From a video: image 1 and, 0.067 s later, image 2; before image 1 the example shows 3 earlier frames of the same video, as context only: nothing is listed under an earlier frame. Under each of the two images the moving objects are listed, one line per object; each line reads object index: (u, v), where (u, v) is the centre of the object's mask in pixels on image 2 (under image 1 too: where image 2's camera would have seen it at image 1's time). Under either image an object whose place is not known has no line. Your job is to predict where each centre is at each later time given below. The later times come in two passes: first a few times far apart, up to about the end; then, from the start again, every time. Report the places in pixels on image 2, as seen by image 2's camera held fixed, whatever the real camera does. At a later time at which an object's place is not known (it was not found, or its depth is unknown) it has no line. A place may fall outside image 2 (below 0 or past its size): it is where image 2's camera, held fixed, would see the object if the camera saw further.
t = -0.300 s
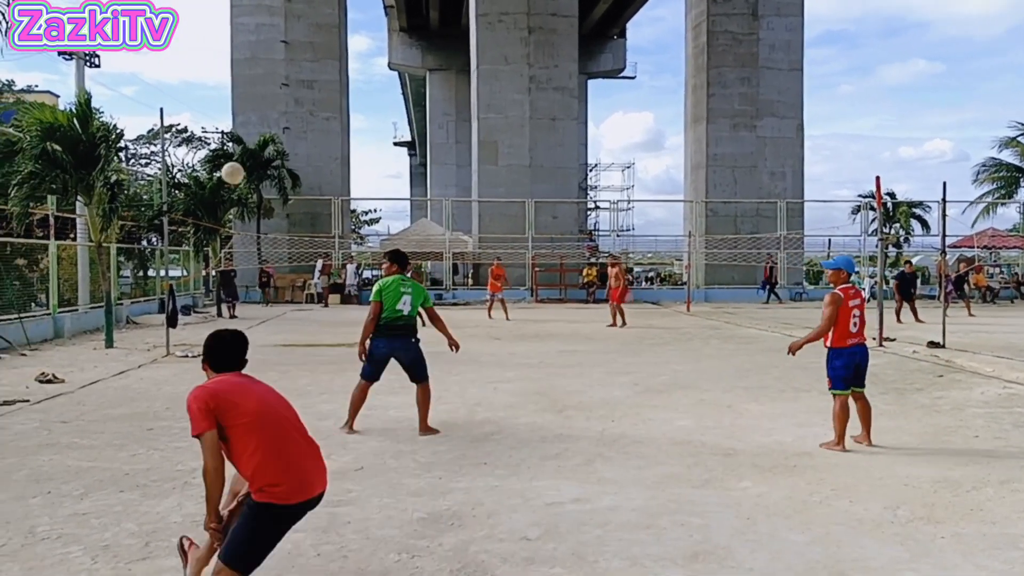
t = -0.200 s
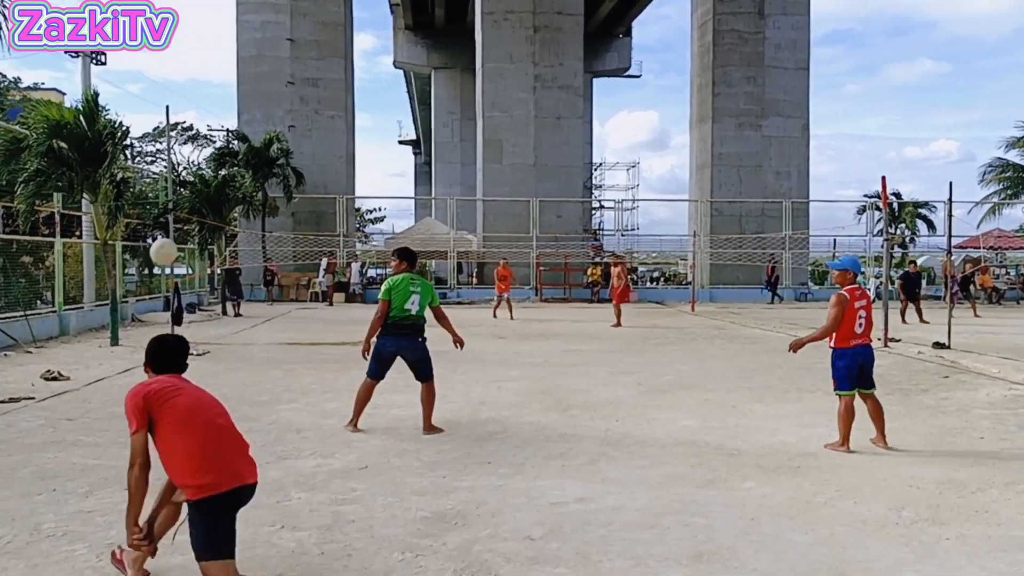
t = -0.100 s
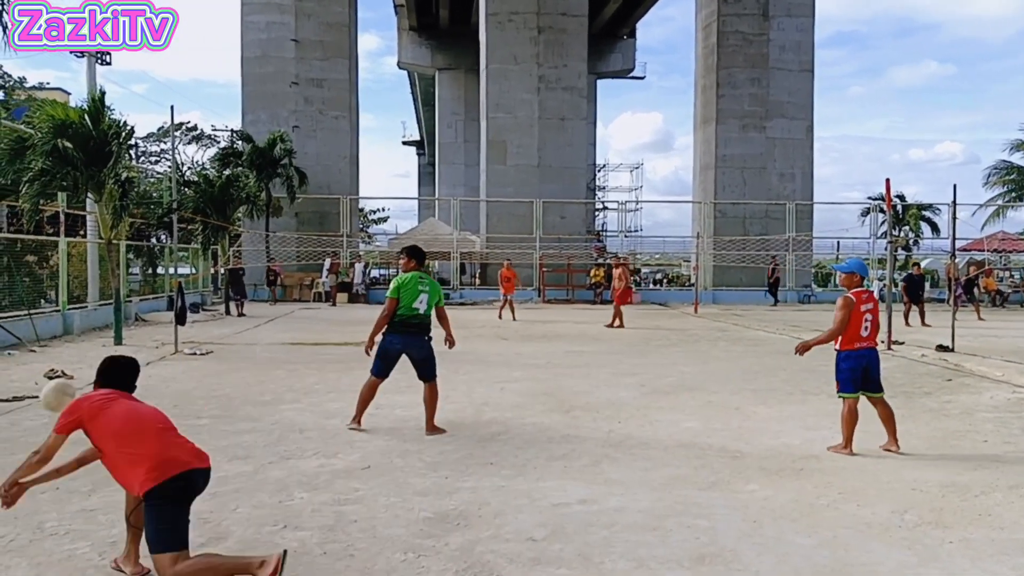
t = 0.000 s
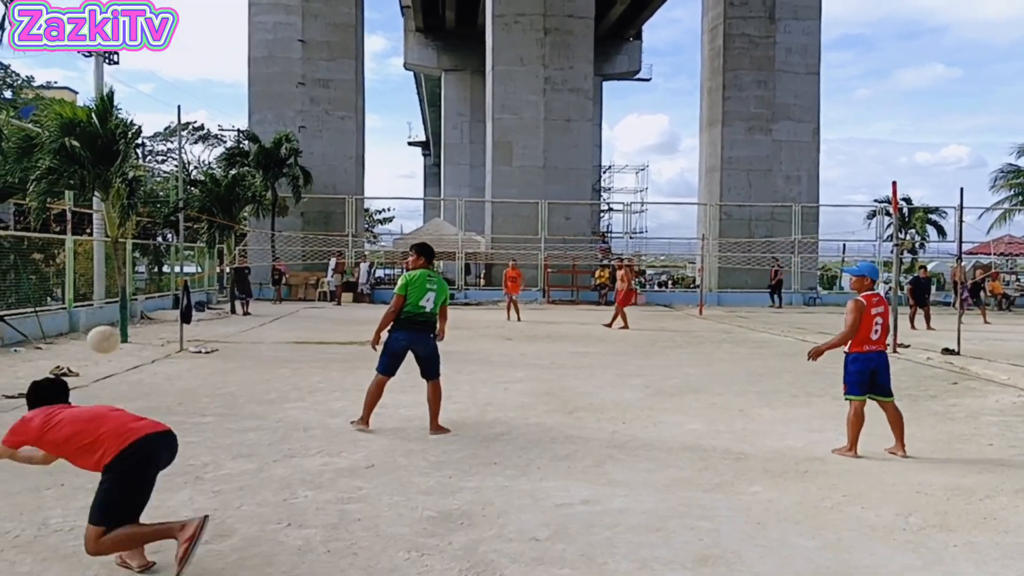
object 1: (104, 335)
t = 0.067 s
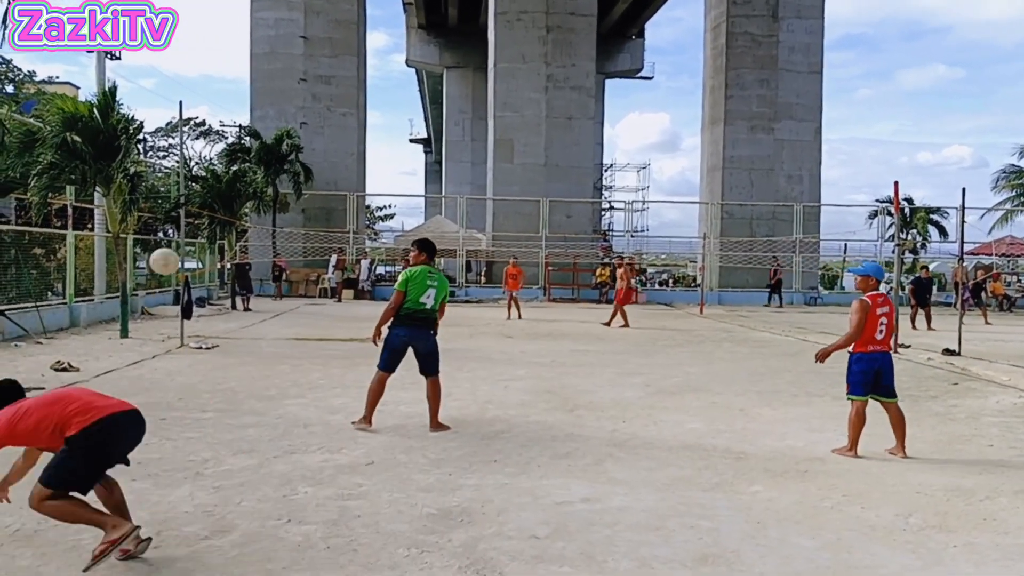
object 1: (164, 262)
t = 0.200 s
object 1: (264, 161)
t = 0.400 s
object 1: (371, 91)
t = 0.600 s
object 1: (447, 81)
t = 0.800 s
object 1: (503, 111)
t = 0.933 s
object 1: (534, 146)
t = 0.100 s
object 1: (192, 231)
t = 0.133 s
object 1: (218, 205)
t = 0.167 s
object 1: (241, 181)
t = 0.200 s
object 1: (264, 161)
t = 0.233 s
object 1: (284, 144)
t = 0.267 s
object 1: (305, 129)
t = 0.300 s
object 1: (323, 116)
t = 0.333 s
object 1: (339, 106)
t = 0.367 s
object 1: (356, 97)
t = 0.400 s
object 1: (371, 91)
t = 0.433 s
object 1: (386, 86)
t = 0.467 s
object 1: (400, 82)
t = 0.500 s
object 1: (413, 80)
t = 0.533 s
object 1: (425, 79)
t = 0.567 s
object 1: (436, 80)
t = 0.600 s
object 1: (447, 81)
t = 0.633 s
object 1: (458, 84)
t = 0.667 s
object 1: (468, 87)
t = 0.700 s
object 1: (477, 92)
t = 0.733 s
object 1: (486, 97)
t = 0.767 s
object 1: (495, 104)
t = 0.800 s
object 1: (503, 111)
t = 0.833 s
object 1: (511, 119)
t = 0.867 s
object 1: (519, 127)
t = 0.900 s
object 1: (527, 136)
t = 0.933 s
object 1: (534, 146)
